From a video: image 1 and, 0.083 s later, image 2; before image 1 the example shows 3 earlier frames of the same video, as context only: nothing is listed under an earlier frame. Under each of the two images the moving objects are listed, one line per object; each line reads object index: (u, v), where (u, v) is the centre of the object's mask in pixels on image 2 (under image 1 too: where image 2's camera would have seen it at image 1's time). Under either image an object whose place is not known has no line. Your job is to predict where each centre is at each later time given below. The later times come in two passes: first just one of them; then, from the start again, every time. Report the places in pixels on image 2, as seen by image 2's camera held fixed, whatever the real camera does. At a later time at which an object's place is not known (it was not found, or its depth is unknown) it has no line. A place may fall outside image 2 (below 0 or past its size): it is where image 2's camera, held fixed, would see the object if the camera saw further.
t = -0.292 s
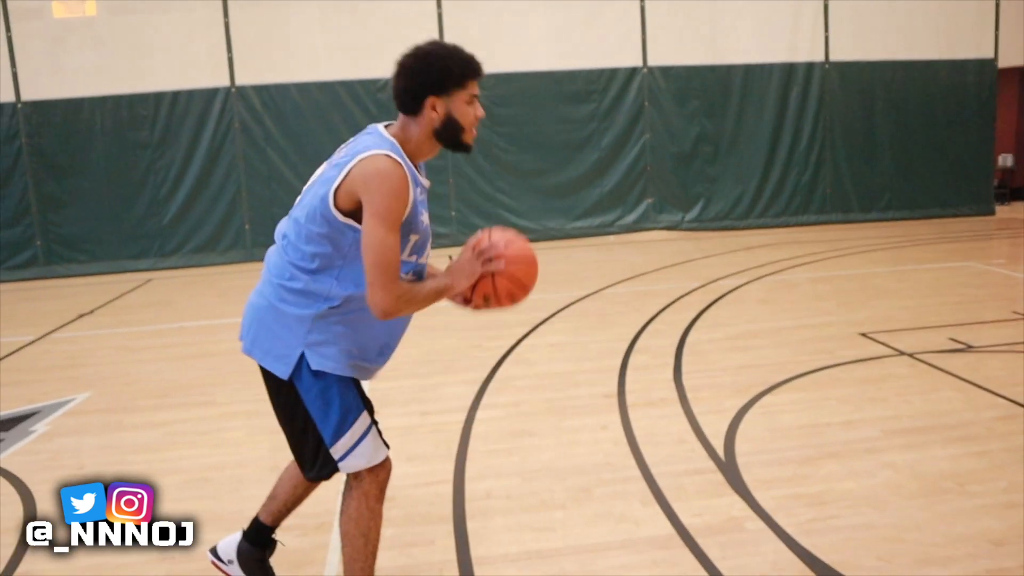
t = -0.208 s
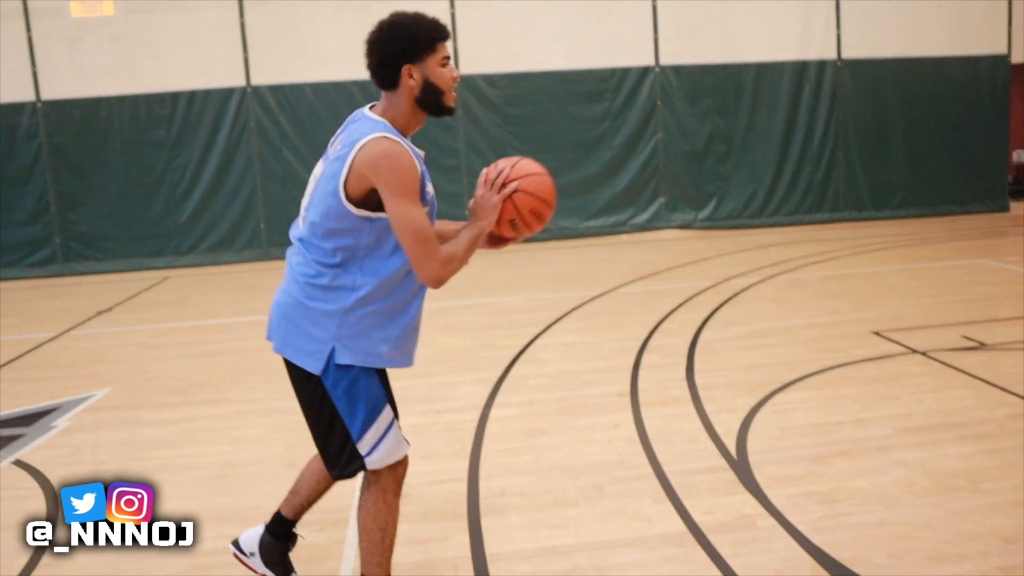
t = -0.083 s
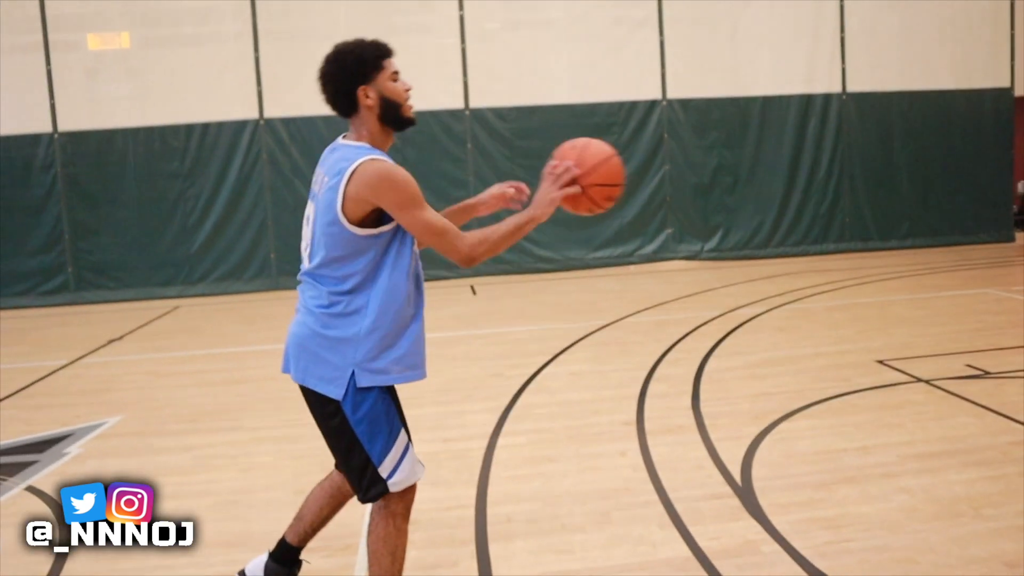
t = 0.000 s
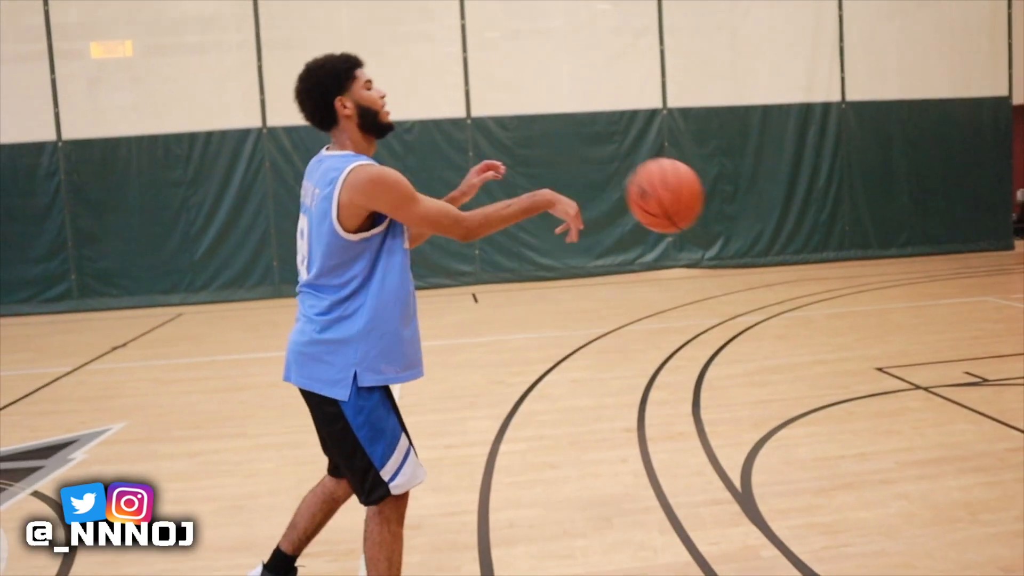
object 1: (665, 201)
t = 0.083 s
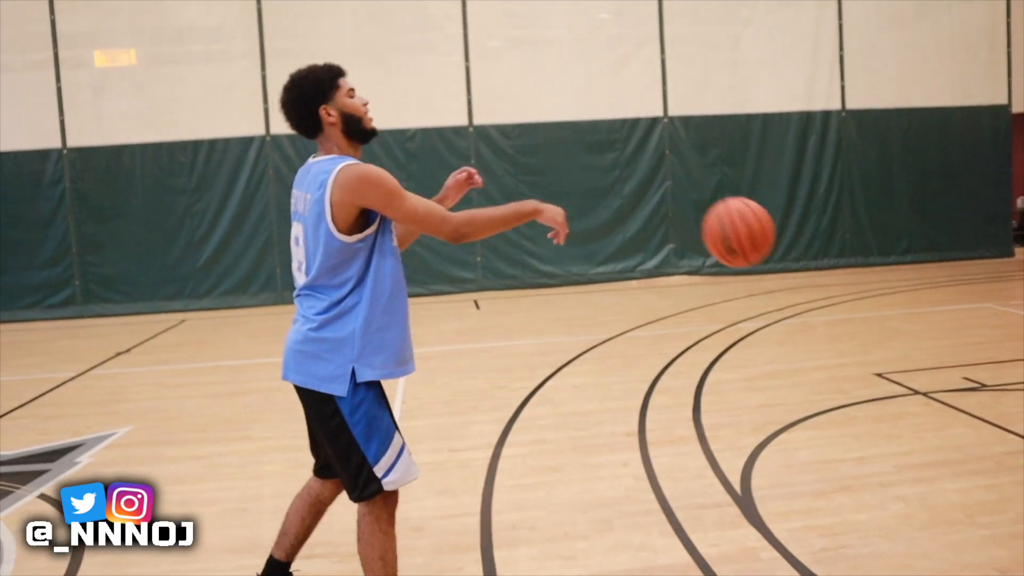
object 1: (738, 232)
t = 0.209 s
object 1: (829, 299)
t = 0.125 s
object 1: (765, 247)
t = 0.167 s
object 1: (804, 276)
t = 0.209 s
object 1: (829, 299)
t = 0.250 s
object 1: (864, 336)
